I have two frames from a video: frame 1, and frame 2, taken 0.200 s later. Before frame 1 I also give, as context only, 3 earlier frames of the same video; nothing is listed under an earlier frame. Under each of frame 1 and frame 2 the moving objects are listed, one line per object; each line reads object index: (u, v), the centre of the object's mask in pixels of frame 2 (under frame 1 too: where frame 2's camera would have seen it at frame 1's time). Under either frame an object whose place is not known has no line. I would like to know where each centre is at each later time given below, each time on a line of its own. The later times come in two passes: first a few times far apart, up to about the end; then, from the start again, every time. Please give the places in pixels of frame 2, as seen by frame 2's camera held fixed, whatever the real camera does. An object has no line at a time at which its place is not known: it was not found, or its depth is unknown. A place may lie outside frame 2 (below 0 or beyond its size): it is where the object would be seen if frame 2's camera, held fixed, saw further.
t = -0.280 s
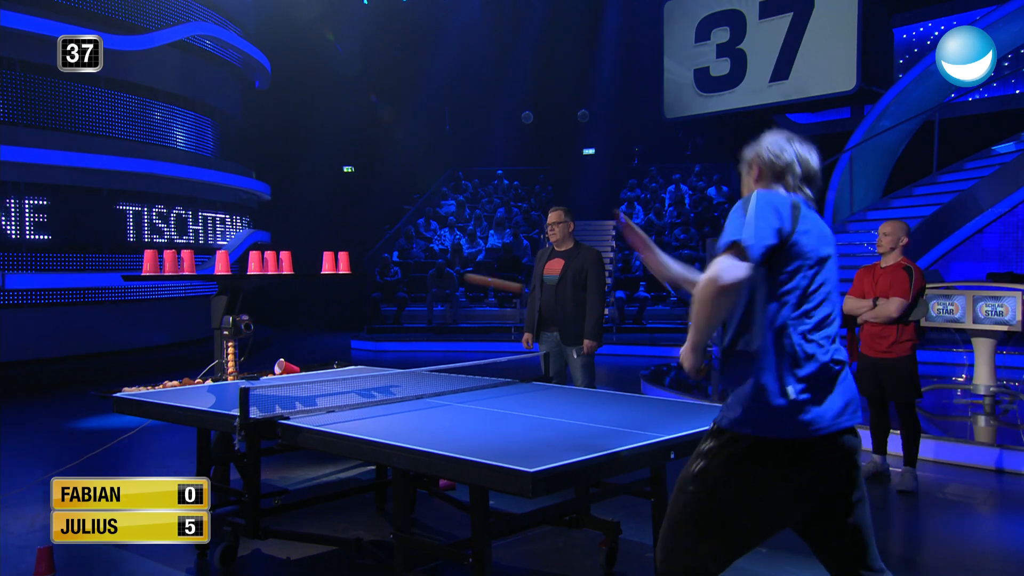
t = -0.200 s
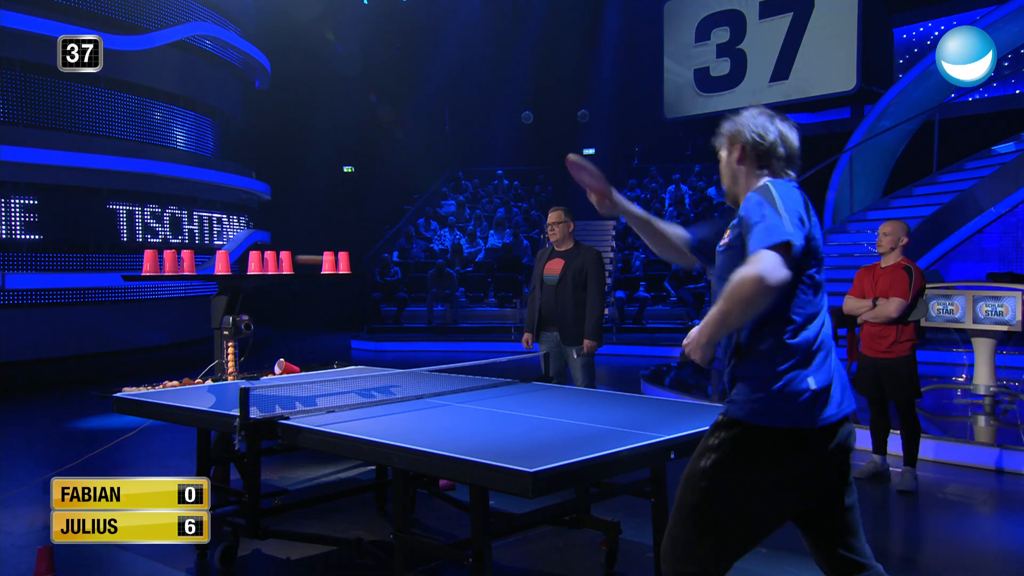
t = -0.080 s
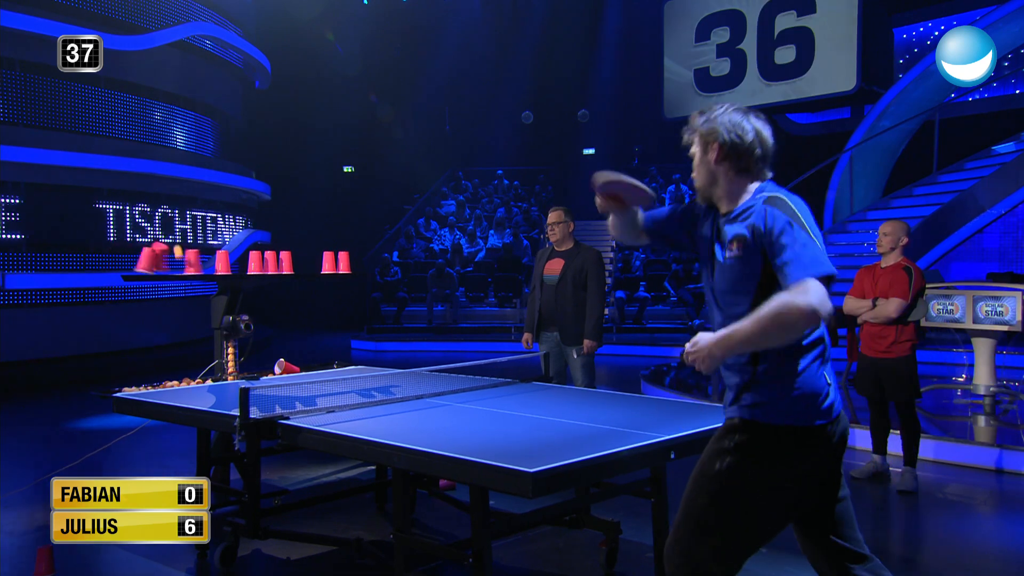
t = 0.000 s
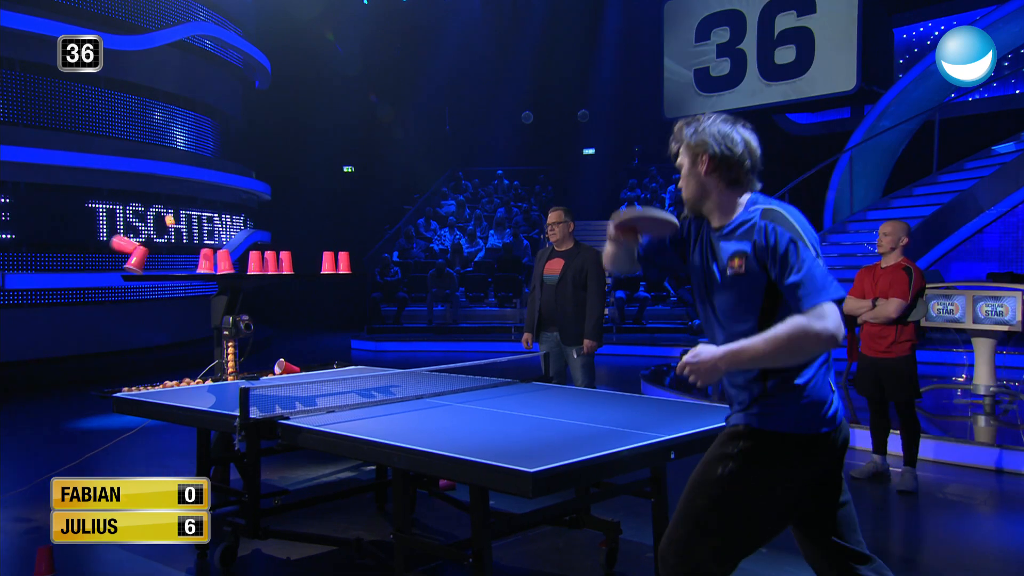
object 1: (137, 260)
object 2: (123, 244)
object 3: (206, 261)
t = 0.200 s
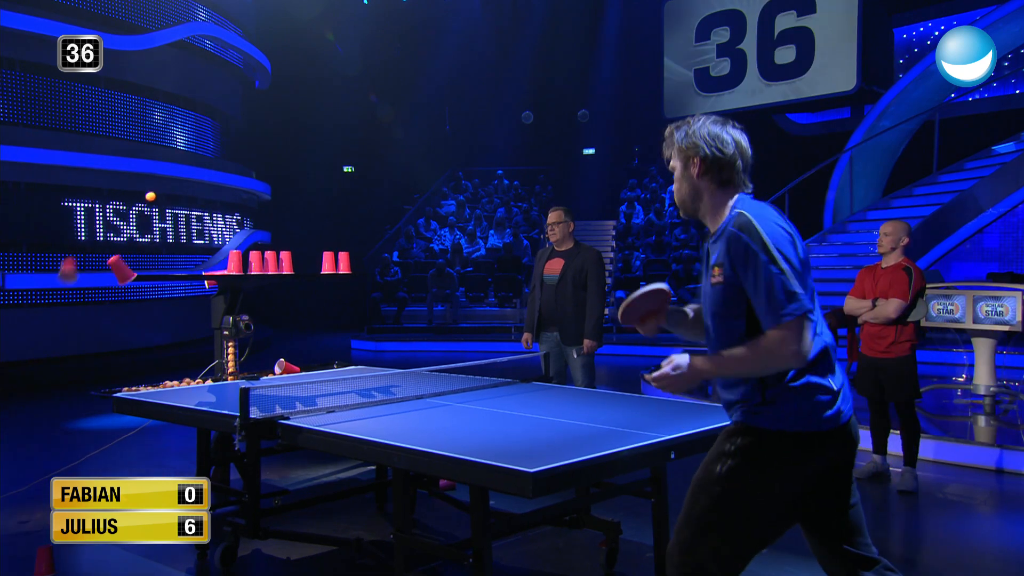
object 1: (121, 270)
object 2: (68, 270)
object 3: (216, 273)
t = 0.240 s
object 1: (119, 276)
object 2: (58, 281)
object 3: (214, 273)
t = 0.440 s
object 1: (107, 325)
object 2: (15, 363)
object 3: (205, 298)
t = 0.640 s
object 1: (98, 380)
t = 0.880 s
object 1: (68, 436)
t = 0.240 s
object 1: (119, 276)
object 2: (58, 281)
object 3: (214, 273)
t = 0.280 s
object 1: (117, 282)
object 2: (49, 297)
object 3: (210, 280)
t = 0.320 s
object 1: (114, 288)
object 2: (39, 313)
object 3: (207, 285)
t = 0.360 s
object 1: (111, 300)
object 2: (30, 327)
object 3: (207, 289)
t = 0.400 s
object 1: (109, 310)
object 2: (21, 345)
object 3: (207, 293)
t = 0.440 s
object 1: (107, 325)
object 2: (15, 363)
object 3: (205, 298)
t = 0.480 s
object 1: (107, 342)
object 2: (11, 384)
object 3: (203, 306)
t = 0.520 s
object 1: (107, 360)
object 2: (10, 404)
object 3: (202, 316)
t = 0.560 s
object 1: (108, 379)
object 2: (8, 426)
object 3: (200, 324)
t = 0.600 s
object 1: (103, 381)
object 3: (199, 337)
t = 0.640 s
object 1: (98, 380)
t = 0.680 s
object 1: (93, 382)
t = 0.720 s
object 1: (88, 387)
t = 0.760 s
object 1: (84, 395)
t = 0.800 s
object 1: (79, 406)
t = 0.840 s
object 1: (73, 419)
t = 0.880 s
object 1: (68, 436)
